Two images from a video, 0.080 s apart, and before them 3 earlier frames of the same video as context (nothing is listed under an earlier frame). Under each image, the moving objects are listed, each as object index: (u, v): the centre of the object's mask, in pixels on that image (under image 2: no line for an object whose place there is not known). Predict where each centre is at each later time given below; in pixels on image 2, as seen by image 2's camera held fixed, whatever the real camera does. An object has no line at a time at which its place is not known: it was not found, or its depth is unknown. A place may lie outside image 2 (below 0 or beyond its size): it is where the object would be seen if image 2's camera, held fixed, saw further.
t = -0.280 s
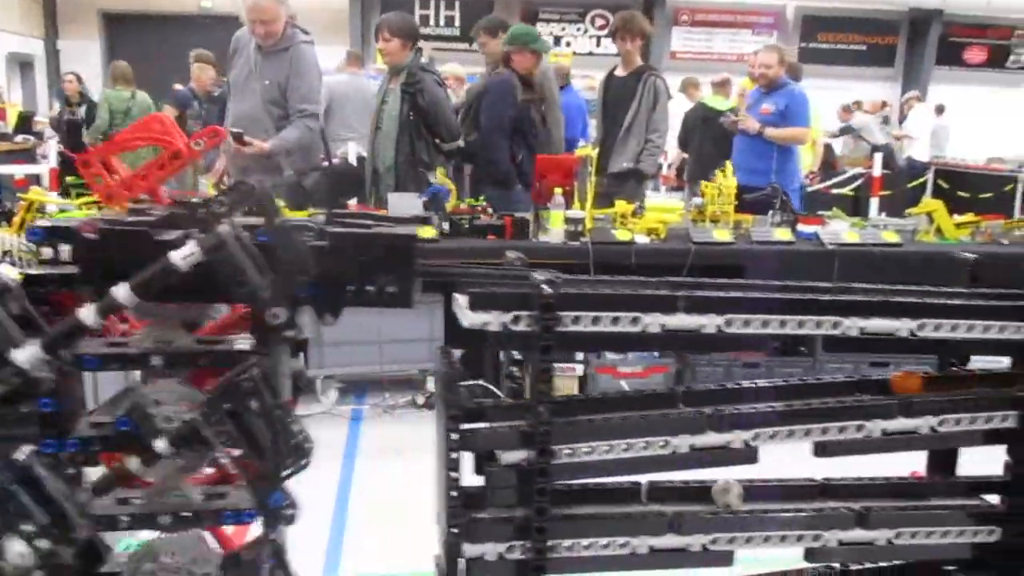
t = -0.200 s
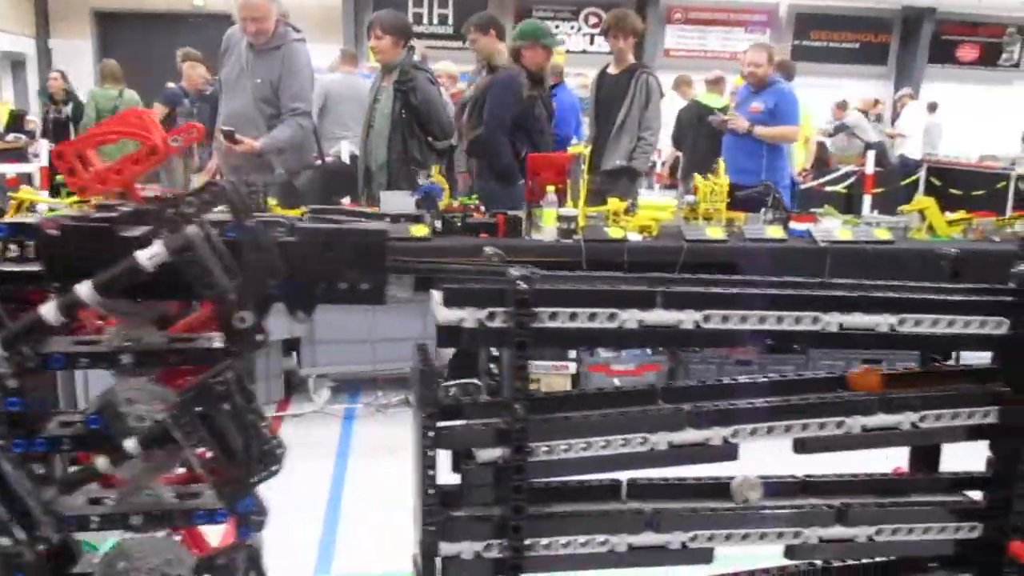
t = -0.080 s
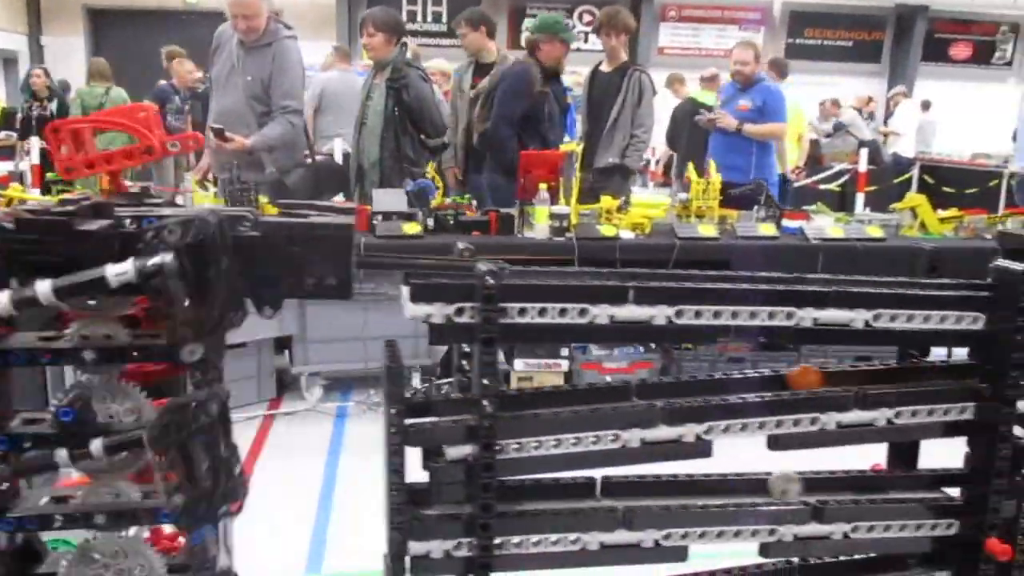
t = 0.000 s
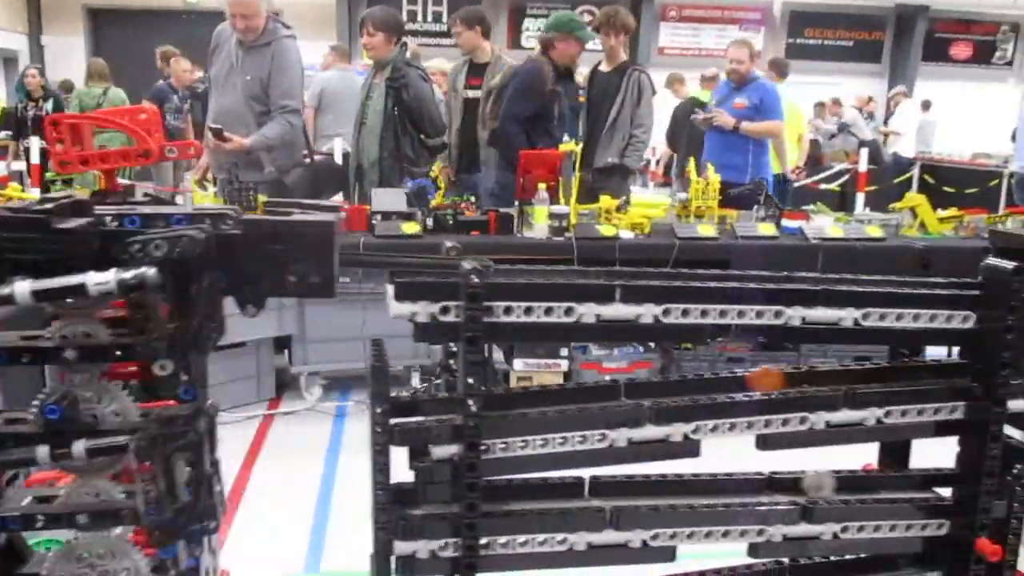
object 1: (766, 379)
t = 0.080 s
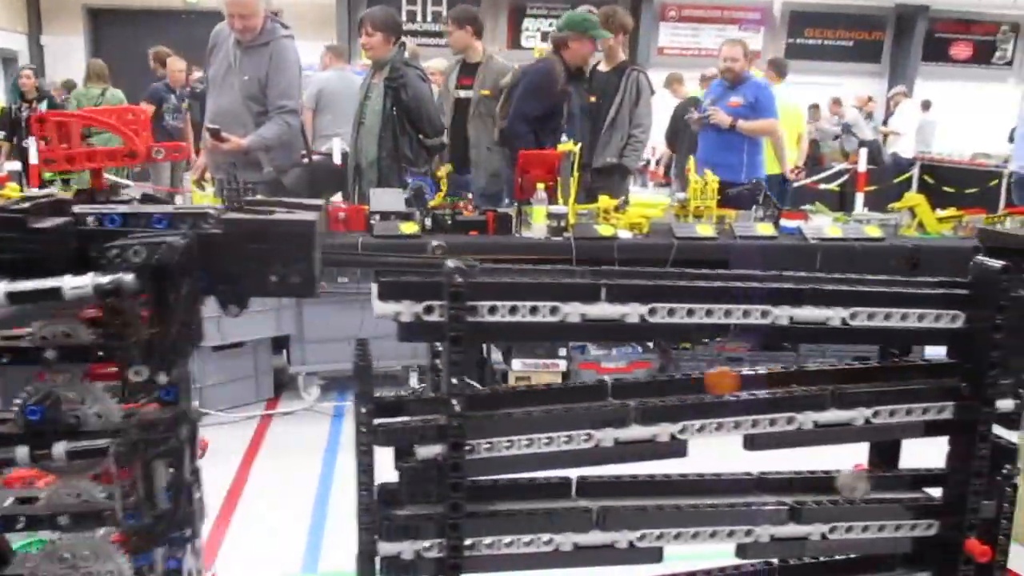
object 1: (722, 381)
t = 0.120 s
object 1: (705, 382)
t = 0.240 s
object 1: (653, 387)
